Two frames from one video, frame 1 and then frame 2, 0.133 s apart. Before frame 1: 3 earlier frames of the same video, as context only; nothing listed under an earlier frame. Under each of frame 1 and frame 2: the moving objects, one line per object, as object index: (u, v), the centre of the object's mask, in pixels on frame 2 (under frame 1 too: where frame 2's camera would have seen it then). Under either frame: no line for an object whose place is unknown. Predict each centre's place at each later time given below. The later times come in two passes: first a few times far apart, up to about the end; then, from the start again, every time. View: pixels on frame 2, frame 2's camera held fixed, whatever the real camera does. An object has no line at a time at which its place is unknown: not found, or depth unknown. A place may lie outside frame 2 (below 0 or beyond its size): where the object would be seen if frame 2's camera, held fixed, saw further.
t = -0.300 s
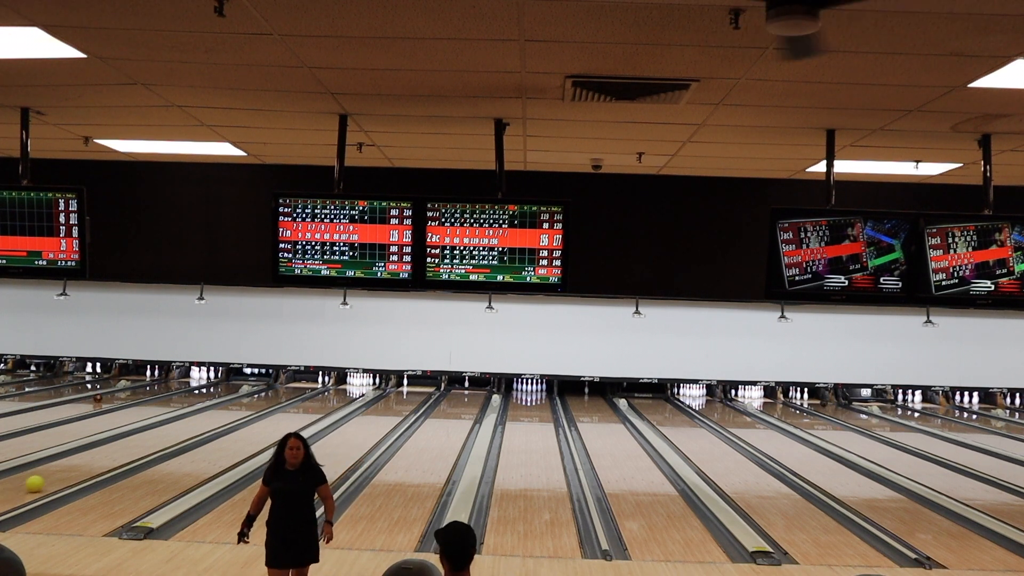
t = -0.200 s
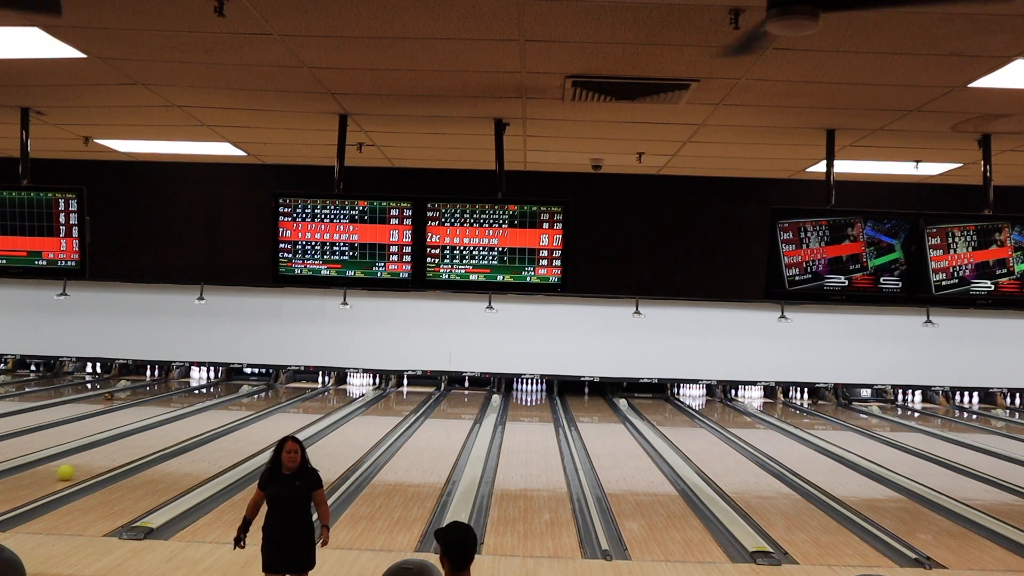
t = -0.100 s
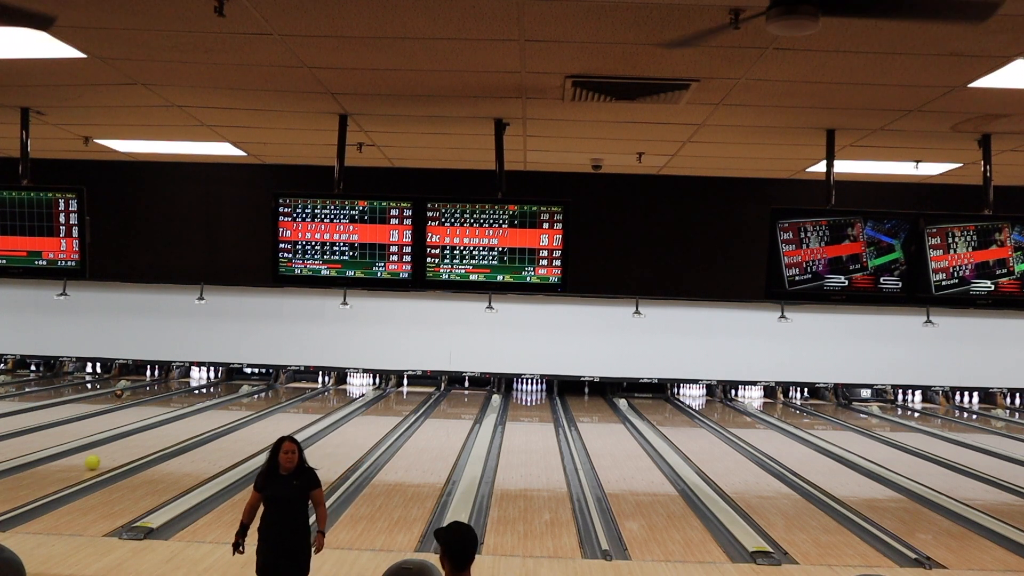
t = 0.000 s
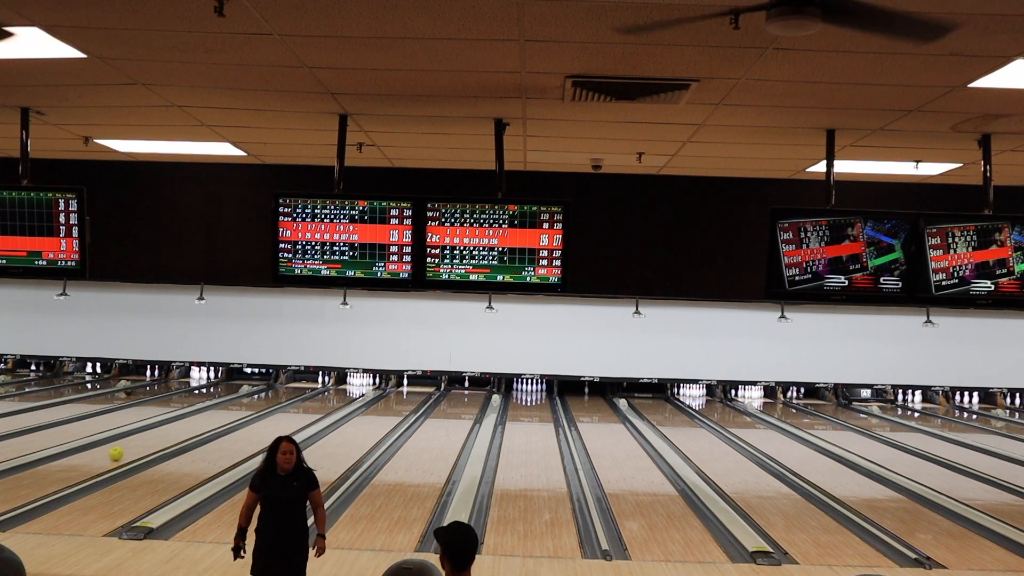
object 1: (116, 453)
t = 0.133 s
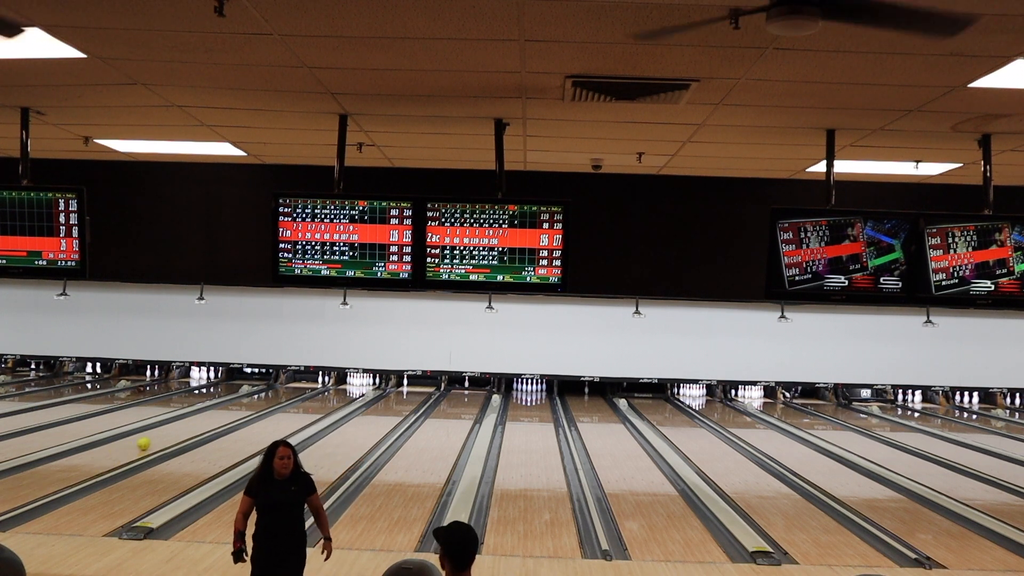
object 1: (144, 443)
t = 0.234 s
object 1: (162, 436)
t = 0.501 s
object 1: (203, 422)
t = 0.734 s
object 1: (232, 411)
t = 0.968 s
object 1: (255, 403)
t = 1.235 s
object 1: (277, 394)
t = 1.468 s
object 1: (294, 388)
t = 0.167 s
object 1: (150, 441)
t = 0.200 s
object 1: (157, 439)
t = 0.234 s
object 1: (162, 436)
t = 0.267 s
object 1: (168, 434)
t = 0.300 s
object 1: (173, 432)
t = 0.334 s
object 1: (179, 430)
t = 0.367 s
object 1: (184, 428)
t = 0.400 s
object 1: (189, 427)
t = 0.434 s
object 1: (194, 425)
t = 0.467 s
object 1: (198, 423)
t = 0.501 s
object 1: (203, 422)
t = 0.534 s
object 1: (207, 420)
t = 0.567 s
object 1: (211, 418)
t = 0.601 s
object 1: (216, 417)
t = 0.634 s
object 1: (220, 416)
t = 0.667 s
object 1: (224, 414)
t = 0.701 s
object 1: (228, 413)
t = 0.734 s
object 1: (232, 411)
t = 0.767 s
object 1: (235, 410)
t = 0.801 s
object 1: (239, 408)
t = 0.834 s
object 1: (242, 407)
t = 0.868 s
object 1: (245, 406)
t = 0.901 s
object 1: (249, 405)
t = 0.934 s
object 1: (252, 404)
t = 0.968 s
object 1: (255, 403)
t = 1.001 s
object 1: (258, 401)
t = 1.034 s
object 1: (261, 401)
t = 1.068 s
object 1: (264, 400)
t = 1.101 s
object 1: (267, 398)
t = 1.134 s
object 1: (269, 397)
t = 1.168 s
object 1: (272, 396)
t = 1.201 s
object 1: (275, 395)
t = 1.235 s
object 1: (277, 394)
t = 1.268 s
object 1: (280, 393)
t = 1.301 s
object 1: (282, 392)
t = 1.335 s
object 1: (285, 392)
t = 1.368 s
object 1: (287, 391)
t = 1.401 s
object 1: (289, 390)
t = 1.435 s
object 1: (291, 389)
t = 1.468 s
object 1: (294, 388)
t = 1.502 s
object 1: (296, 388)
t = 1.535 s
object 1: (298, 387)
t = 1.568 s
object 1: (300, 386)
